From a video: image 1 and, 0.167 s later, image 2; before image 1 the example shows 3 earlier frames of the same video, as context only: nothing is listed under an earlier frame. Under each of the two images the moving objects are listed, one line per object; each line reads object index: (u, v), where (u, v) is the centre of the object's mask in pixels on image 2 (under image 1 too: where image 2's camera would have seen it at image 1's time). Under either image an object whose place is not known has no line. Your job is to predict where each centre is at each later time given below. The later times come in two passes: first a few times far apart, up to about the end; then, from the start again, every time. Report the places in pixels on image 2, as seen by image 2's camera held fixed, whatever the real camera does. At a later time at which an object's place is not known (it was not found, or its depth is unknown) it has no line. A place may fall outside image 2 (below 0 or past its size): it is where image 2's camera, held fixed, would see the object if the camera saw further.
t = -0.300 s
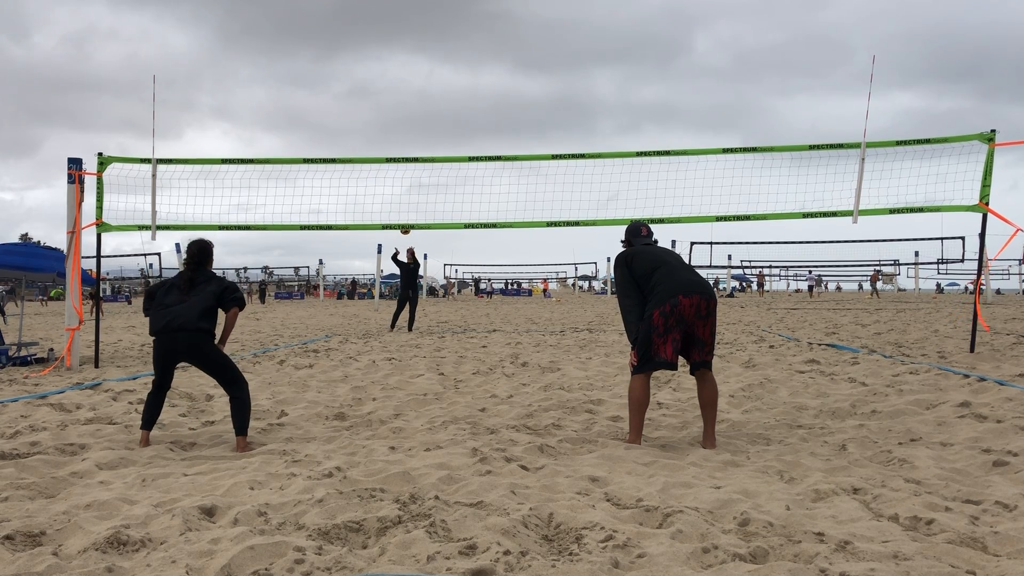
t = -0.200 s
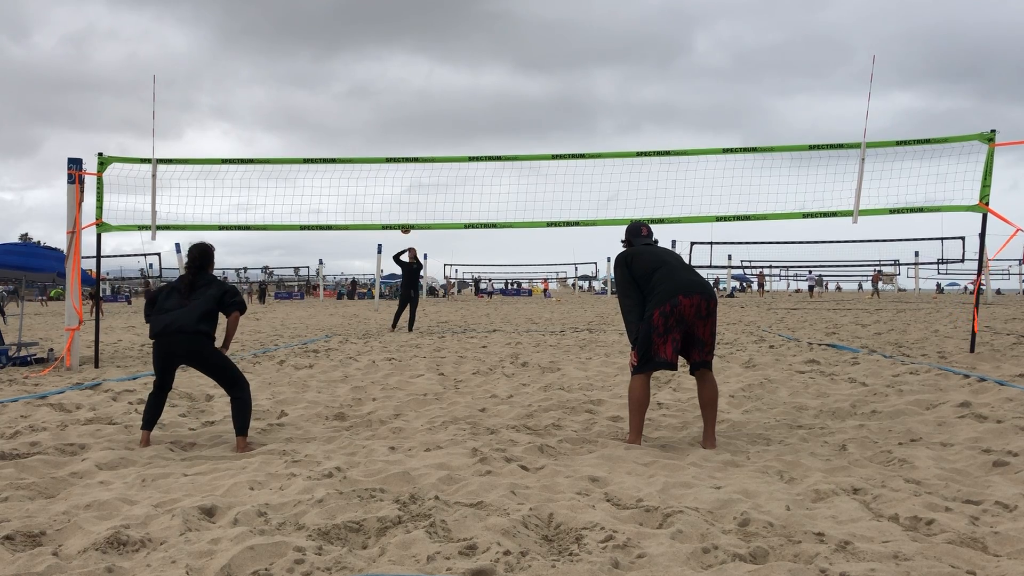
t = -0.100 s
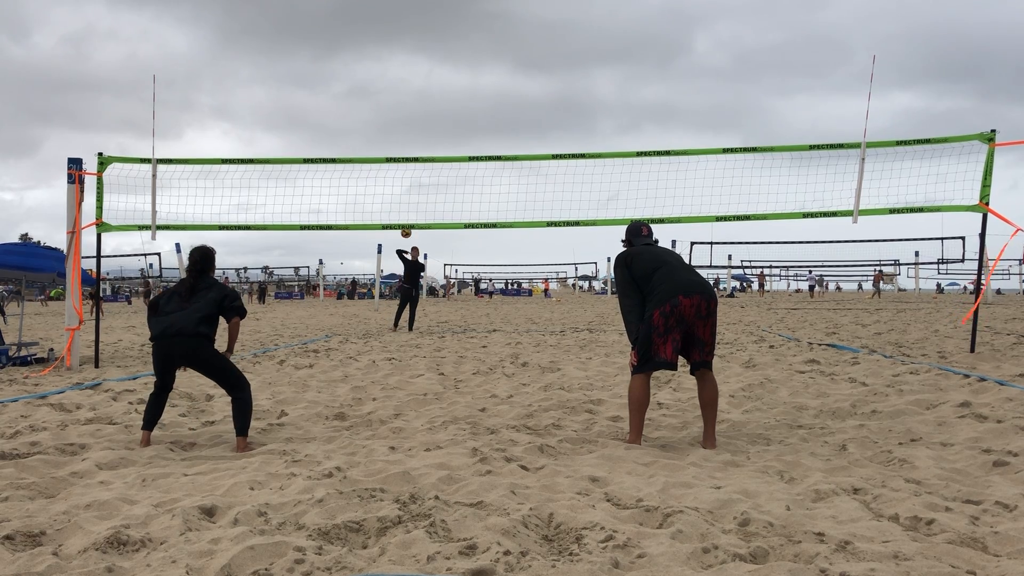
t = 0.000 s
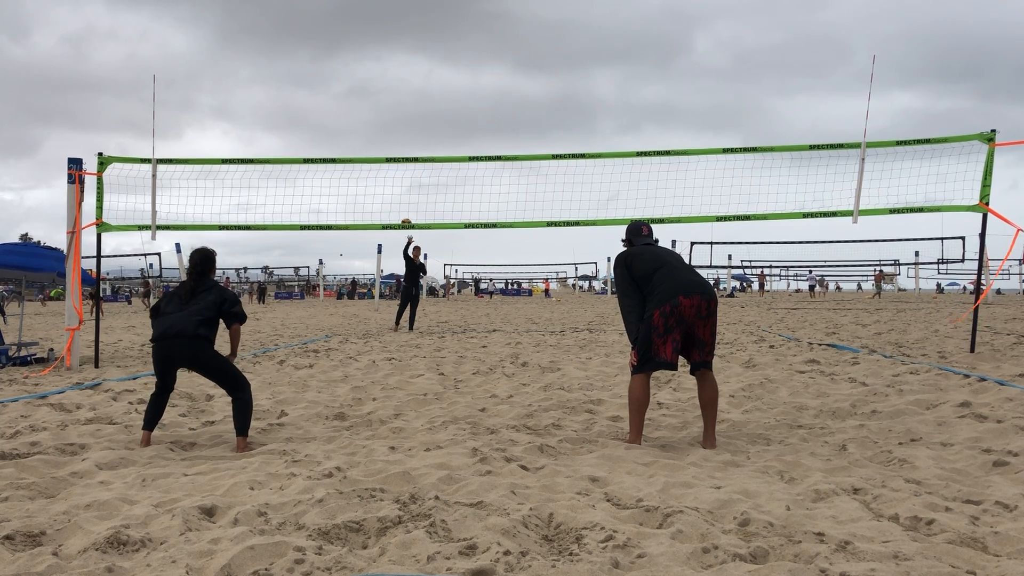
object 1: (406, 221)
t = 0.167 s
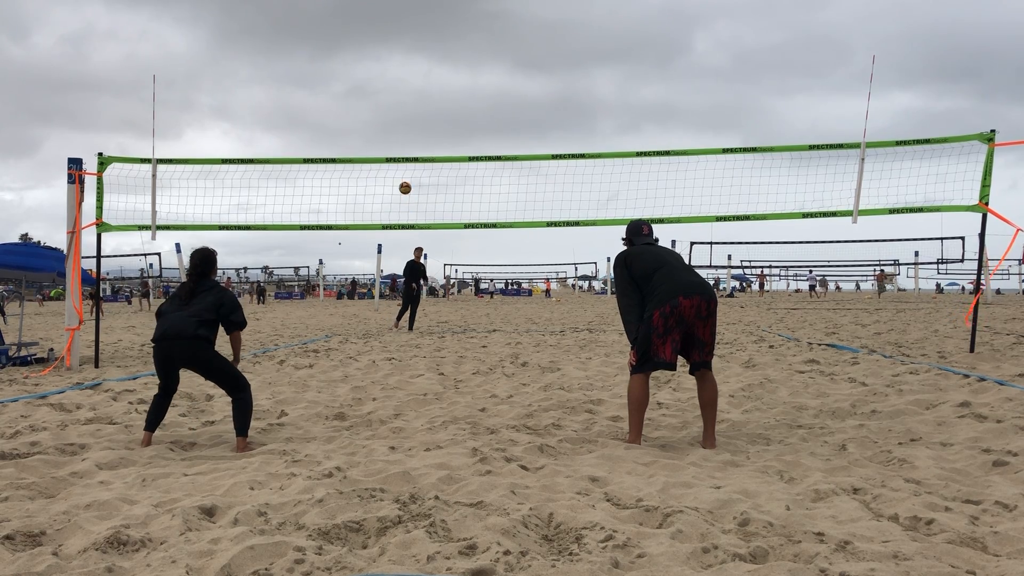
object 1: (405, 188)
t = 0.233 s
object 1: (404, 176)
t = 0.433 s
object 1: (403, 151)
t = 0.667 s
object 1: (402, 153)
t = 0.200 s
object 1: (405, 182)
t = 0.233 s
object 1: (404, 176)
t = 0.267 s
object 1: (404, 170)
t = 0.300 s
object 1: (404, 167)
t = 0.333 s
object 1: (403, 165)
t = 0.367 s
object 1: (403, 156)
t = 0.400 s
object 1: (403, 152)
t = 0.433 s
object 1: (403, 151)
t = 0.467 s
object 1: (403, 149)
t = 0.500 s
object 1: (403, 148)
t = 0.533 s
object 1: (403, 147)
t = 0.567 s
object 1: (403, 148)
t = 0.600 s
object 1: (403, 149)
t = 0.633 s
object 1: (403, 151)
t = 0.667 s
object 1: (402, 153)
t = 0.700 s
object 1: (402, 156)
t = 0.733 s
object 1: (401, 159)
